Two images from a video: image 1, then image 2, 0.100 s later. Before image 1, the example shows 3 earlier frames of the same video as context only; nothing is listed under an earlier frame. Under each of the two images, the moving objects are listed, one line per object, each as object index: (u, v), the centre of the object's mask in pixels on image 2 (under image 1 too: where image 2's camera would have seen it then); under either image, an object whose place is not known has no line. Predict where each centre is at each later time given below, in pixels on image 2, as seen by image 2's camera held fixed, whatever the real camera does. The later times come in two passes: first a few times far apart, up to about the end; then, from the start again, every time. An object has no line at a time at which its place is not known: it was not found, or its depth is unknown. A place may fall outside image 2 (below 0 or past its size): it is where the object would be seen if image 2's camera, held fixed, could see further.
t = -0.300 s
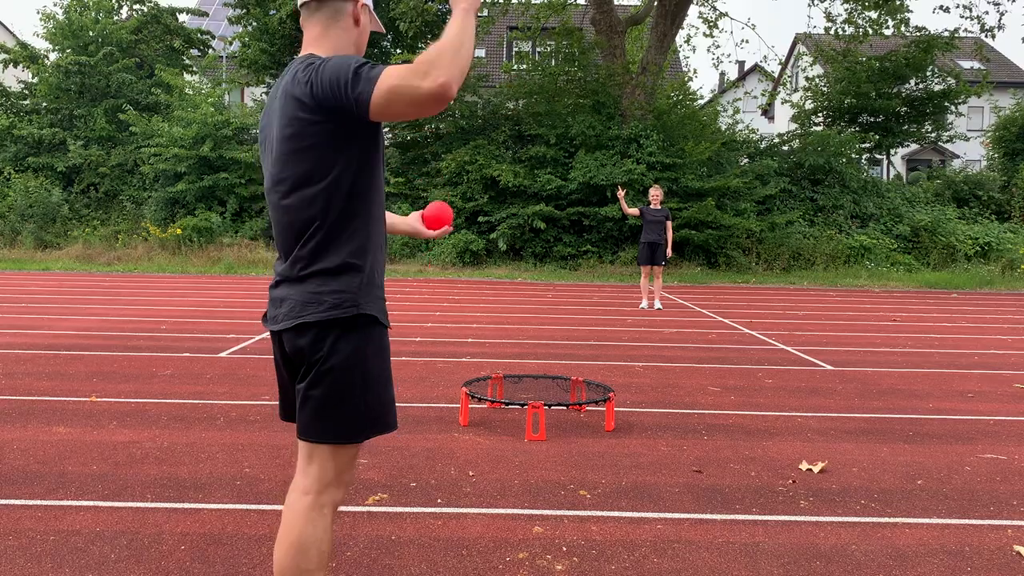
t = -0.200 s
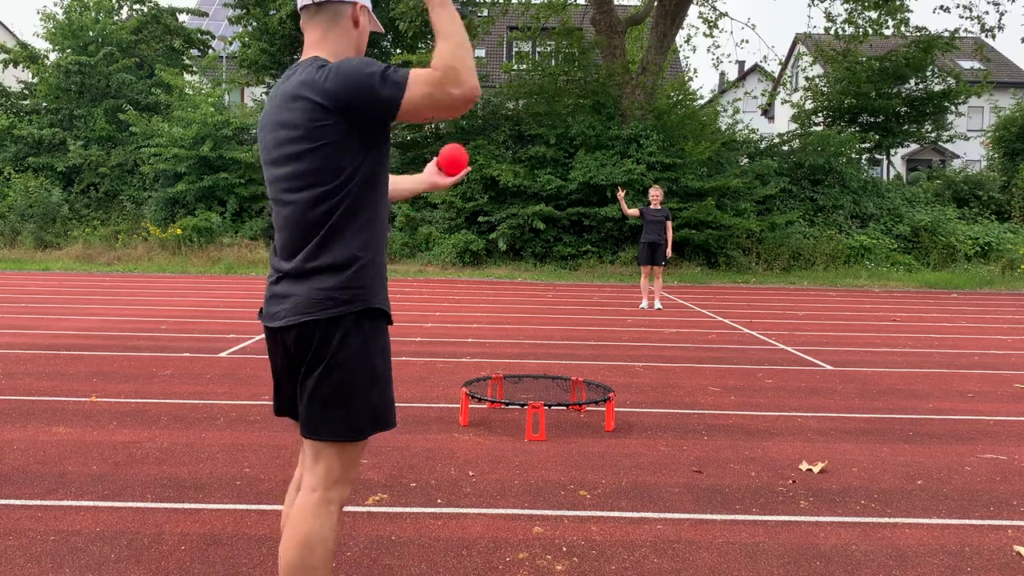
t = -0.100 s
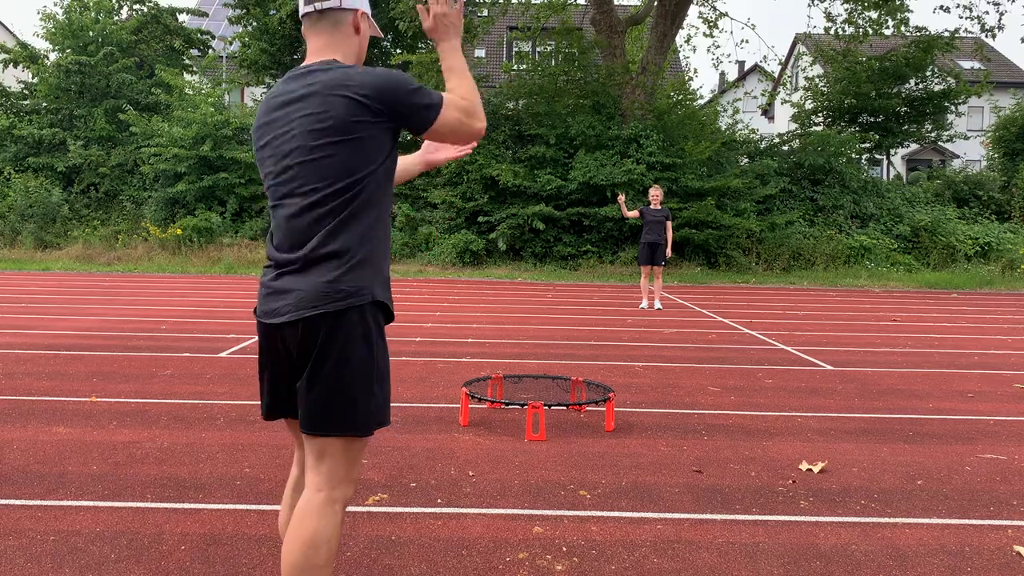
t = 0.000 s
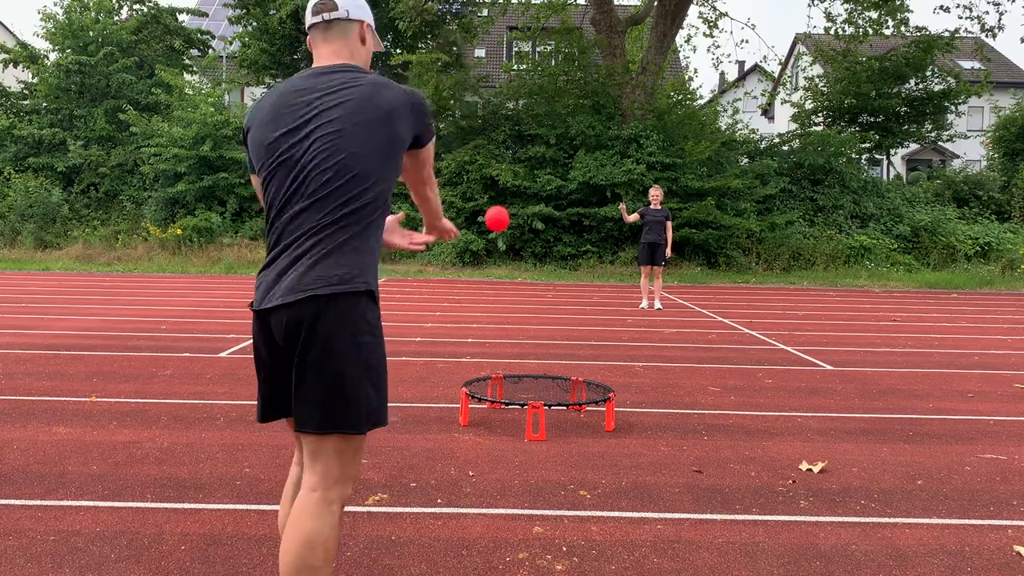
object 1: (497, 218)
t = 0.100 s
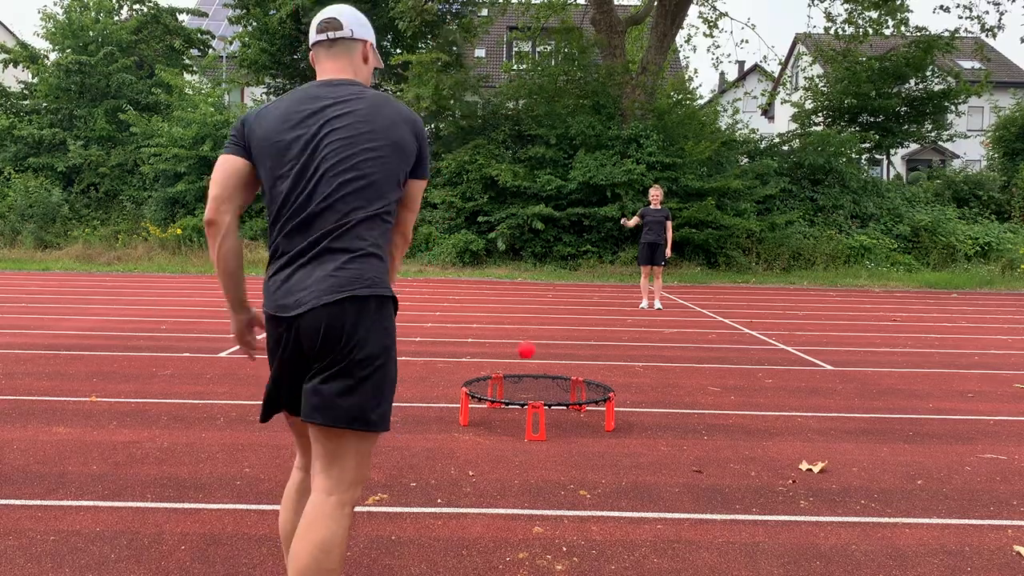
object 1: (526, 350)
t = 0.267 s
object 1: (546, 306)
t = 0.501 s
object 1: (569, 210)
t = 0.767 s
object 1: (582, 209)
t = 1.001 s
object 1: (589, 272)
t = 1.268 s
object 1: (593, 285)
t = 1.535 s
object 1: (598, 229)
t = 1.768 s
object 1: (598, 236)
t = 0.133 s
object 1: (531, 383)
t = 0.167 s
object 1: (534, 385)
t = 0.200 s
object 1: (538, 357)
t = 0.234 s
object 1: (543, 330)
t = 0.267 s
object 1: (546, 306)
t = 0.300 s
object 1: (550, 285)
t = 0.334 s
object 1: (554, 266)
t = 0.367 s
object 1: (557, 251)
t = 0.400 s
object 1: (560, 237)
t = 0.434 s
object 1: (563, 226)
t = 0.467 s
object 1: (566, 216)
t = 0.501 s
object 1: (569, 210)
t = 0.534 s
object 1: (571, 203)
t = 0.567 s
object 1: (573, 200)
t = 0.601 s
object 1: (575, 198)
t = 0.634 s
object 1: (576, 198)
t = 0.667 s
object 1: (578, 199)
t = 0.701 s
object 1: (579, 201)
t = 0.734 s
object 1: (581, 205)
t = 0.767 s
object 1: (582, 209)
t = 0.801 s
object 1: (583, 216)
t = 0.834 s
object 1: (584, 222)
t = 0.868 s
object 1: (585, 231)
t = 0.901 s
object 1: (586, 239)
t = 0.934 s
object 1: (587, 250)
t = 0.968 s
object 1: (588, 261)
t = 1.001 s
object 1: (589, 272)
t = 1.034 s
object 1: (589, 285)
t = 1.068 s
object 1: (589, 298)
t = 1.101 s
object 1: (591, 312)
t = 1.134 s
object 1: (590, 327)
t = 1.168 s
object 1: (591, 327)
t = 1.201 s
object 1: (592, 312)
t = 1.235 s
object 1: (592, 298)
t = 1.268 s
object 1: (593, 285)
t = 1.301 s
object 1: (594, 274)
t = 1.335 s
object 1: (595, 263)
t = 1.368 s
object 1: (596, 255)
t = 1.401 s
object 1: (596, 248)
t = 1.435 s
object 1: (596, 241)
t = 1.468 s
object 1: (597, 236)
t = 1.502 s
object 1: (597, 233)
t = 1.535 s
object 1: (598, 229)
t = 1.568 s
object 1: (598, 227)
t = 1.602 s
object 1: (598, 227)
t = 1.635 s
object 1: (599, 227)
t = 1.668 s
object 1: (599, 227)
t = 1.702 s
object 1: (598, 230)
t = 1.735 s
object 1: (598, 233)
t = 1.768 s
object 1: (598, 236)
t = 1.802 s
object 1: (598, 241)
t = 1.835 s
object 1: (598, 246)
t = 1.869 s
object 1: (598, 252)
